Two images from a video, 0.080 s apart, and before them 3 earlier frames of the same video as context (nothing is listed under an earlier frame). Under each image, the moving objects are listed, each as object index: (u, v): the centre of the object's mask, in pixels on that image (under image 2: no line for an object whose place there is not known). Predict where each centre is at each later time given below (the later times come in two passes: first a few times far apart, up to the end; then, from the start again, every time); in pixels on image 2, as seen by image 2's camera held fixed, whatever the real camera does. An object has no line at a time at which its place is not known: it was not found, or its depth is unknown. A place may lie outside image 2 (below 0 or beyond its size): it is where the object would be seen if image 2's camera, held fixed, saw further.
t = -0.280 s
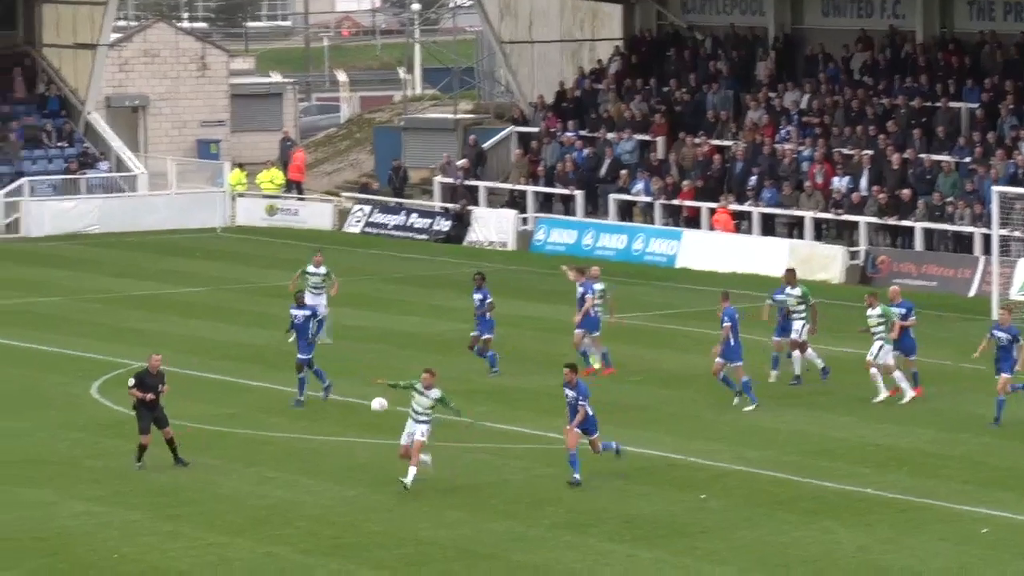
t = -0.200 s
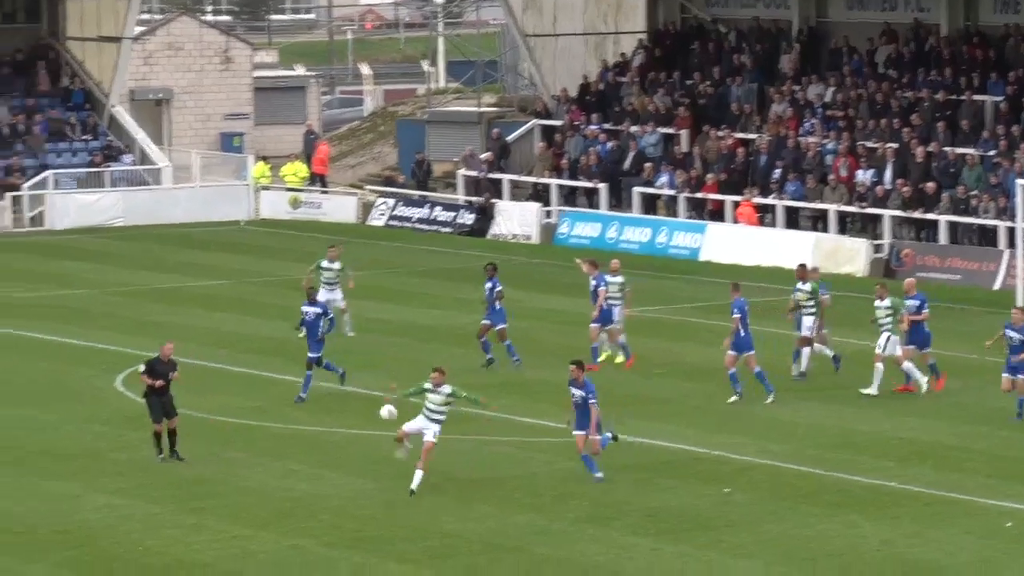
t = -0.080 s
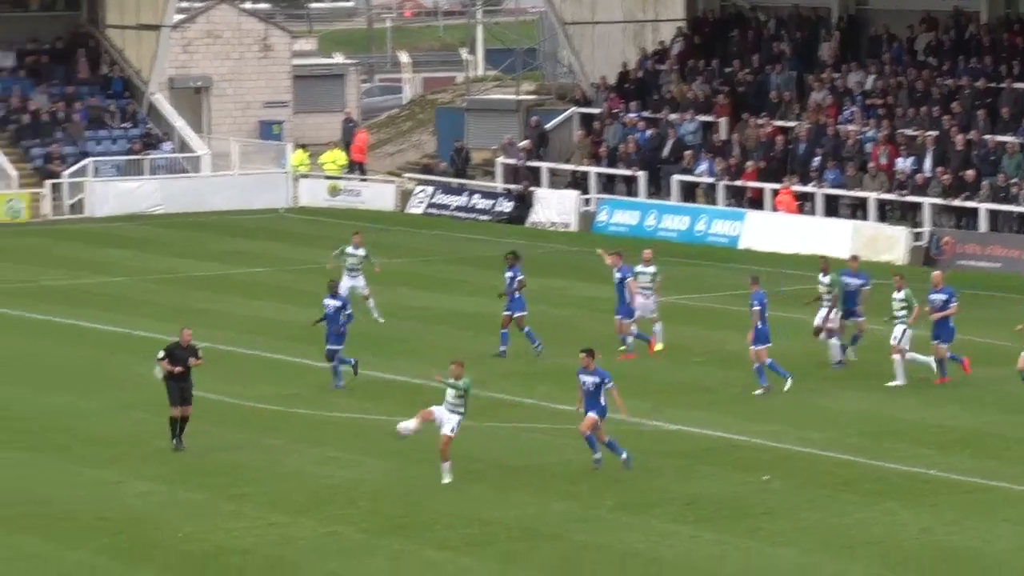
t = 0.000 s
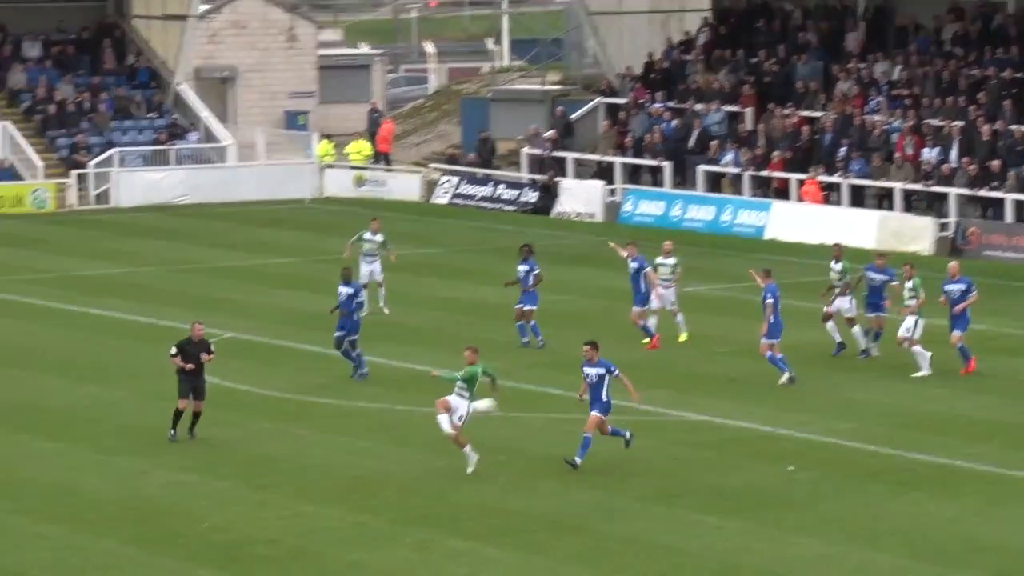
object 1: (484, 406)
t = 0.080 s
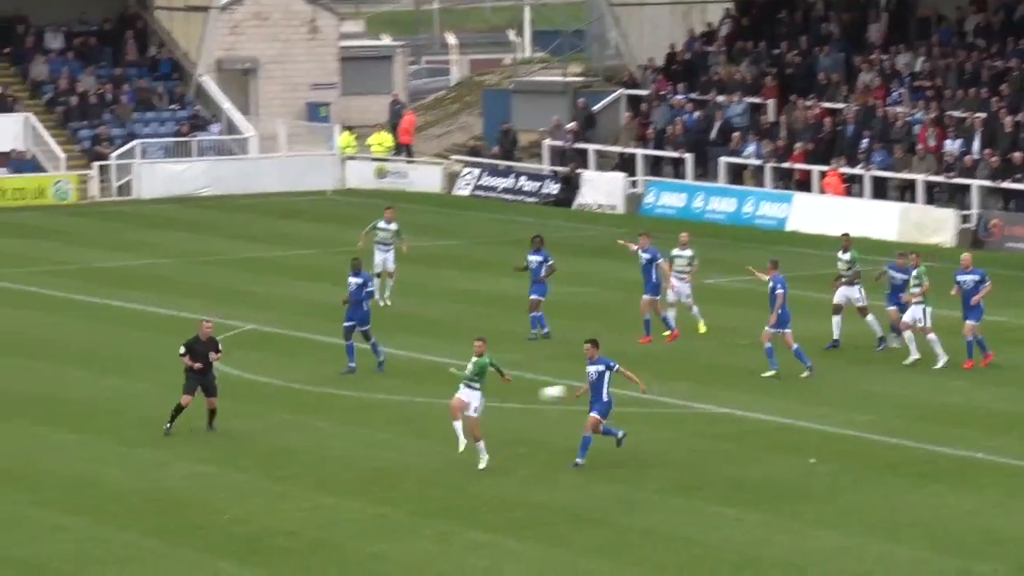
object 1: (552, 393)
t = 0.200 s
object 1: (630, 395)
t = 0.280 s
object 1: (687, 401)
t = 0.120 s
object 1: (578, 392)
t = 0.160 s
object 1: (607, 392)
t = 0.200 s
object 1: (630, 395)
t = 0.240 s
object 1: (657, 397)
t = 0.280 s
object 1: (687, 401)
